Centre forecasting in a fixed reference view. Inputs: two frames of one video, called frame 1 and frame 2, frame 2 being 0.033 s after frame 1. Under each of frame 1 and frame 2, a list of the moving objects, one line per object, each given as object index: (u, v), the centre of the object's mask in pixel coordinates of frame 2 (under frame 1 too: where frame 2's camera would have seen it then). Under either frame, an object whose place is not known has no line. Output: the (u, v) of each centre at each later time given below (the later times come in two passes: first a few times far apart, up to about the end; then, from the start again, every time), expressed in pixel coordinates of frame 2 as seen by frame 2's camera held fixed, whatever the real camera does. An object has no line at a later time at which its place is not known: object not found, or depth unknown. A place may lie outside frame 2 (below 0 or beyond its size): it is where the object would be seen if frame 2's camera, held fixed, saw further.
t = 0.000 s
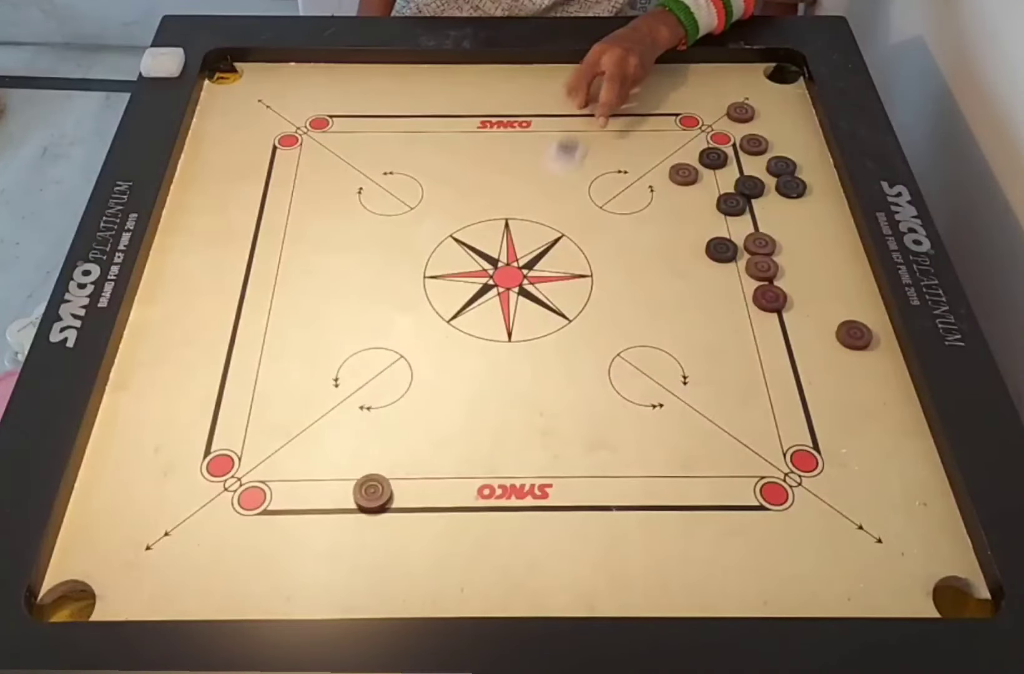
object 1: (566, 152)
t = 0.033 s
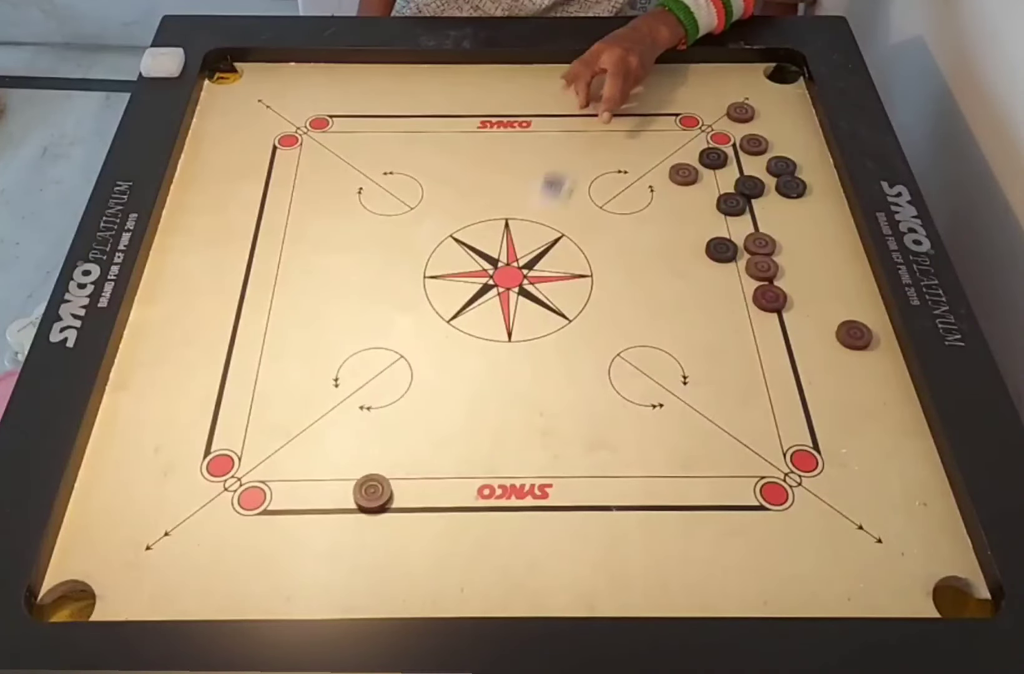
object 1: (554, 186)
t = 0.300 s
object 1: (398, 595)
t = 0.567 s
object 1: (366, 420)
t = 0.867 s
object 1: (358, 375)
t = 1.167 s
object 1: (357, 375)
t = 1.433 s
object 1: (357, 375)
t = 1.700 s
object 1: (357, 375)
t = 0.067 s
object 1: (539, 224)
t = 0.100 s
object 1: (520, 271)
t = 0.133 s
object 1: (505, 315)
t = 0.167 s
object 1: (486, 364)
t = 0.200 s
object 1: (465, 418)
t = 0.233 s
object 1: (444, 479)
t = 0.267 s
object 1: (424, 546)
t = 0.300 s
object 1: (398, 595)
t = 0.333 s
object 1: (387, 548)
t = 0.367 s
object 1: (380, 518)
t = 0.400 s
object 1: (377, 496)
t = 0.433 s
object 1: (375, 479)
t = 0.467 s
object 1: (373, 461)
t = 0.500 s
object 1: (370, 445)
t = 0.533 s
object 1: (368, 432)
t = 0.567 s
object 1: (366, 420)
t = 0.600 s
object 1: (365, 410)
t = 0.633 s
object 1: (364, 401)
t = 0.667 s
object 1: (363, 393)
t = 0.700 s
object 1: (362, 388)
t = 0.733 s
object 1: (362, 383)
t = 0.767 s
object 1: (361, 379)
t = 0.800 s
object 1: (360, 377)
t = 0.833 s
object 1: (359, 376)
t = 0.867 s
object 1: (358, 375)
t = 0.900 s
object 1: (357, 375)
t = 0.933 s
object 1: (357, 375)
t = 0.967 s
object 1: (357, 375)
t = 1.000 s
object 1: (357, 375)
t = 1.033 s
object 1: (357, 375)
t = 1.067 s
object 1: (357, 375)
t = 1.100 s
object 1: (357, 375)
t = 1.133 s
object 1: (357, 375)
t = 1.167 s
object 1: (357, 375)
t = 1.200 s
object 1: (357, 375)
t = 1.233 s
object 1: (357, 375)
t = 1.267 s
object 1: (357, 375)
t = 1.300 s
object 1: (357, 375)
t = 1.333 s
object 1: (357, 375)
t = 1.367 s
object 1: (357, 375)
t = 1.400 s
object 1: (357, 375)
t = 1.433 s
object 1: (357, 375)
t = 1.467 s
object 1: (357, 375)
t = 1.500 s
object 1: (357, 375)
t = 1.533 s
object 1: (357, 375)
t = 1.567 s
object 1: (357, 375)
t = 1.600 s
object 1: (357, 375)
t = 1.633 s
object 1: (357, 375)
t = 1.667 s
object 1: (357, 375)
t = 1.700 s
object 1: (357, 375)
